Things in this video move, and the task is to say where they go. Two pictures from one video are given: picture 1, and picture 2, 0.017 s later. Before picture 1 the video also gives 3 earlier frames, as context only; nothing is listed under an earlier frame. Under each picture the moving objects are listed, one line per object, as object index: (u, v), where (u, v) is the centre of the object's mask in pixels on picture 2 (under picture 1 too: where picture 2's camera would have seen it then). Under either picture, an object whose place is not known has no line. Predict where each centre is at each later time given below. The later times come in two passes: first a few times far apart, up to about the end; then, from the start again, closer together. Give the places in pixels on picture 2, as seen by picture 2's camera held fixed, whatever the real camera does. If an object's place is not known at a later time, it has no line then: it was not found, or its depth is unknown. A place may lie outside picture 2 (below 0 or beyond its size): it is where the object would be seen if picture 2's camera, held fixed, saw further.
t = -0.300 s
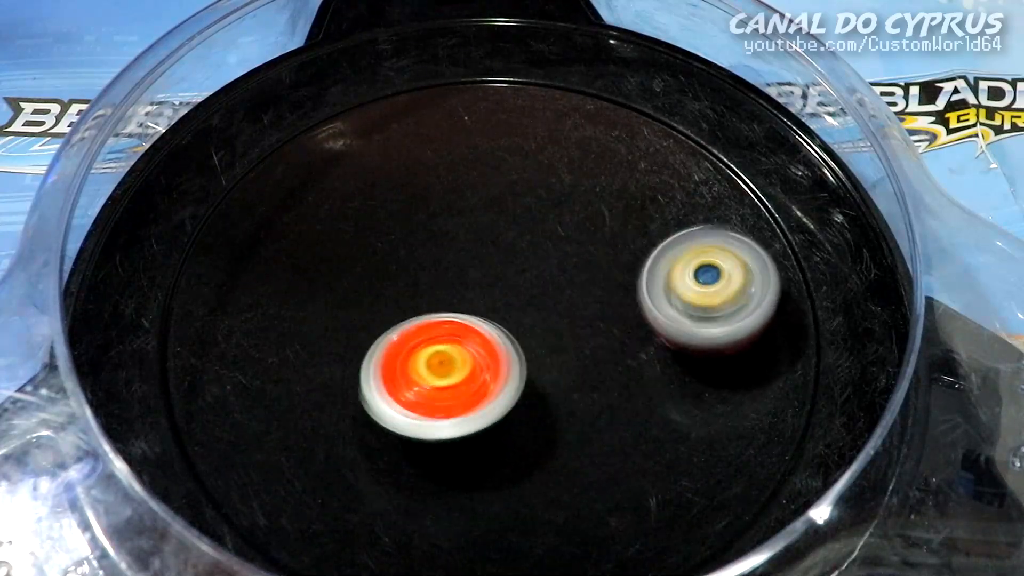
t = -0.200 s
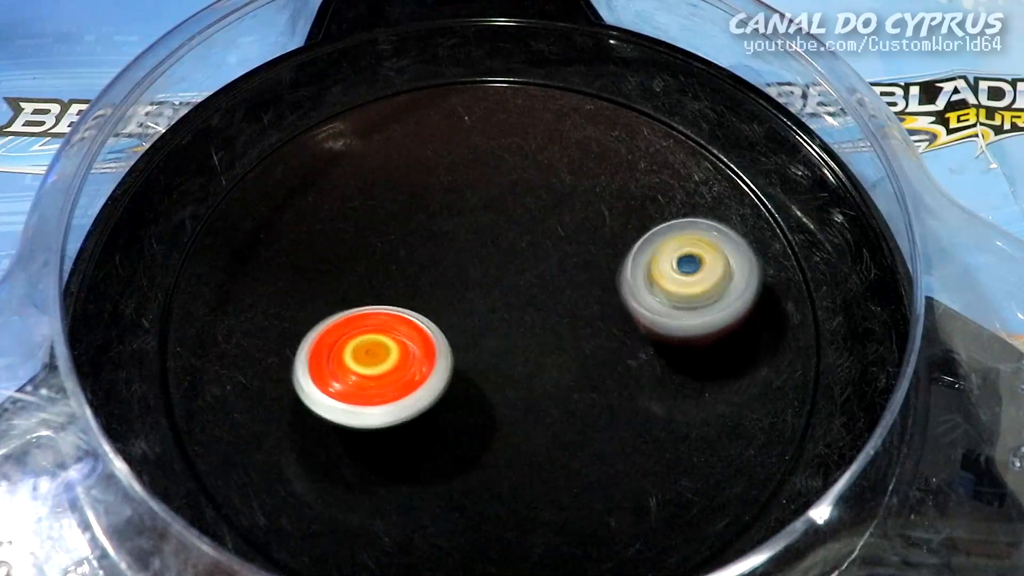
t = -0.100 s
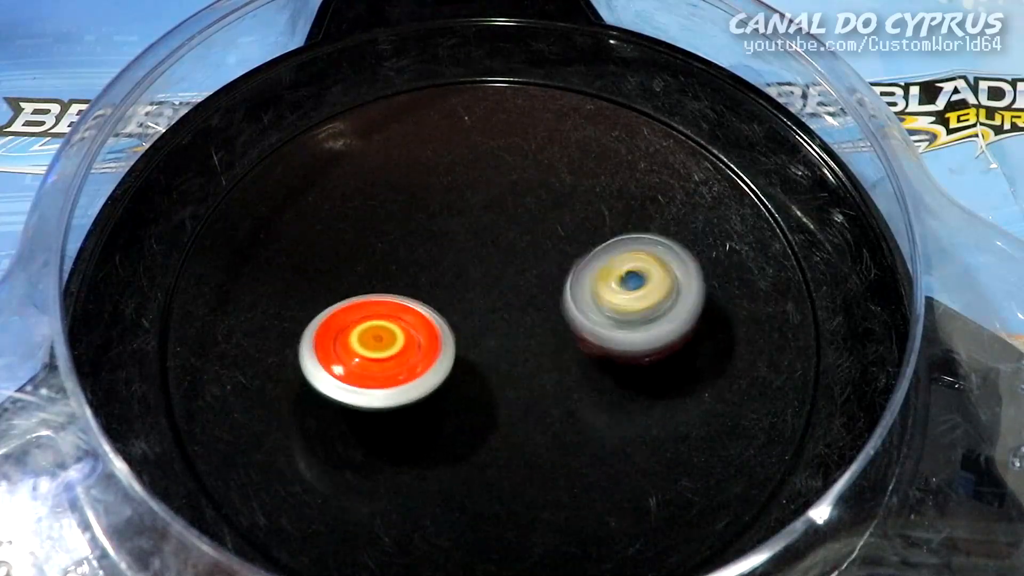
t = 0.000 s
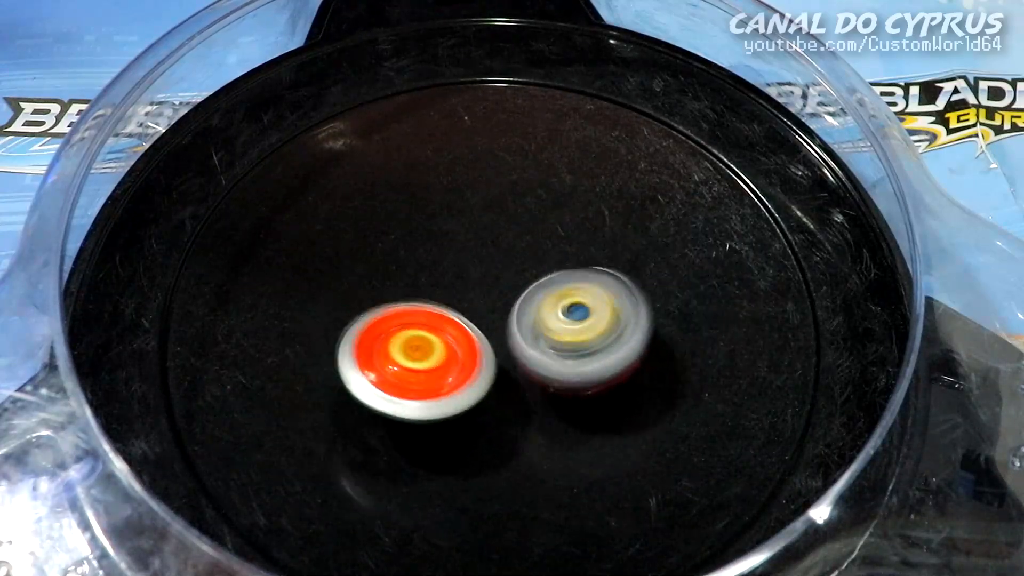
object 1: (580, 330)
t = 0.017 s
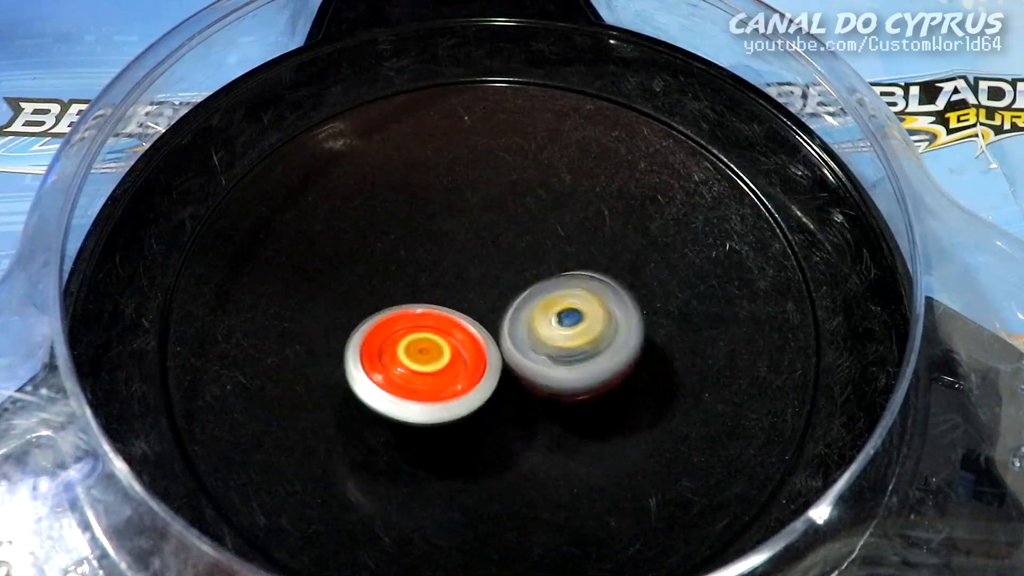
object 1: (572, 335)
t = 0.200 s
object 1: (559, 391)
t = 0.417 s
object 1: (533, 397)
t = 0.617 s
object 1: (458, 367)
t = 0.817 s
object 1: (584, 407)
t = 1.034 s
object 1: (648, 341)
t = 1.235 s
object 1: (620, 307)
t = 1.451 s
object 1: (553, 297)
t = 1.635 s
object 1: (478, 325)
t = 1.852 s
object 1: (421, 372)
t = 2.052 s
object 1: (451, 367)
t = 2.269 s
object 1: (468, 309)
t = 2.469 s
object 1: (456, 253)
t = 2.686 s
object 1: (446, 257)
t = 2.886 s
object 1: (483, 281)
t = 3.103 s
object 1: (501, 272)
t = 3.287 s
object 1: (493, 255)
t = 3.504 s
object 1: (484, 273)
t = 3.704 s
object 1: (501, 261)
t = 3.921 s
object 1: (587, 251)
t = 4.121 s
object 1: (575, 254)
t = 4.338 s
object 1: (533, 295)
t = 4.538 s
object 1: (521, 357)
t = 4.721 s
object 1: (553, 371)
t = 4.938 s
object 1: (537, 371)
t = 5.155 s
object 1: (514, 343)
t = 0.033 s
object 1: (574, 339)
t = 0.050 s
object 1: (575, 343)
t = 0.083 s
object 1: (571, 354)
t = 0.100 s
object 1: (569, 360)
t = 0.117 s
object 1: (567, 366)
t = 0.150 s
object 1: (563, 377)
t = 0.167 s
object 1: (562, 383)
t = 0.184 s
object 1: (561, 387)
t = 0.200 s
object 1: (559, 391)
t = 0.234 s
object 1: (557, 397)
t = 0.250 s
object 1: (556, 400)
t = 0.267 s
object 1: (555, 401)
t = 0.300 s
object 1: (552, 403)
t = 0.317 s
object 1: (550, 403)
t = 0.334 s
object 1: (548, 402)
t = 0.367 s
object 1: (544, 400)
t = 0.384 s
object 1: (540, 399)
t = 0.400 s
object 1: (536, 398)
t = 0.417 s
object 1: (533, 397)
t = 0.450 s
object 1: (523, 393)
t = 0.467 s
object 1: (517, 390)
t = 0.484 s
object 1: (511, 388)
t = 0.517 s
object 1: (500, 383)
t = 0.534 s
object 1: (494, 381)
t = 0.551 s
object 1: (487, 378)
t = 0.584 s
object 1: (473, 372)
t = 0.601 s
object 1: (465, 369)
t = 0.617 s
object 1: (458, 367)
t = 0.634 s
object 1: (452, 366)
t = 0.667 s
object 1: (482, 385)
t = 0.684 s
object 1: (496, 392)
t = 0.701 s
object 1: (511, 399)
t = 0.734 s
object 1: (532, 405)
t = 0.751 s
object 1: (542, 407)
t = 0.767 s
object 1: (552, 408)
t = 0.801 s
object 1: (573, 409)
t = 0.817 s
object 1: (584, 407)
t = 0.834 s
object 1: (593, 407)
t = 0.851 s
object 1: (602, 406)
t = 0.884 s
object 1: (621, 398)
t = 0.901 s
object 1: (628, 394)
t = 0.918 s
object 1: (635, 390)
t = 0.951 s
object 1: (647, 376)
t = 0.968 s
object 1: (649, 369)
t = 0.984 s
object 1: (651, 363)
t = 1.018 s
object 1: (651, 347)
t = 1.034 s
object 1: (648, 341)
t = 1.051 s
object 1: (645, 334)
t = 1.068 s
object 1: (641, 328)
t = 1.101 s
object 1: (628, 315)
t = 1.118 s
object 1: (620, 310)
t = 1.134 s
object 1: (614, 305)
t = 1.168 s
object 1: (604, 299)
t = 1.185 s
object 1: (614, 303)
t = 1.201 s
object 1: (617, 306)
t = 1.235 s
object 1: (620, 307)
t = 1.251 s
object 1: (617, 305)
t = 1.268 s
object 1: (616, 303)
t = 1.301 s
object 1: (609, 299)
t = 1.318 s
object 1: (604, 297)
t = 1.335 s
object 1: (598, 296)
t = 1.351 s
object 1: (593, 294)
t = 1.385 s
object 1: (579, 294)
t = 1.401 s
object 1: (574, 294)
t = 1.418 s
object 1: (568, 296)
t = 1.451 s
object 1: (553, 297)
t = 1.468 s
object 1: (546, 299)
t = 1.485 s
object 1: (538, 301)
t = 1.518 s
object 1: (524, 305)
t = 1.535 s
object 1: (517, 308)
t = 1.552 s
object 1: (511, 310)
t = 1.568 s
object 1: (504, 313)
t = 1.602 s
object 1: (490, 319)
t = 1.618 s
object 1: (484, 321)
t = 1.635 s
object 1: (478, 325)
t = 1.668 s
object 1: (465, 331)
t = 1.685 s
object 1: (459, 335)
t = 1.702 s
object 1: (453, 338)
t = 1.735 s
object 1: (442, 345)
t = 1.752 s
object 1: (437, 349)
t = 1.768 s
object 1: (433, 353)
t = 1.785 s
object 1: (430, 357)
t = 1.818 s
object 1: (423, 366)
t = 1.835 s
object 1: (423, 368)
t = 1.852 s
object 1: (421, 372)
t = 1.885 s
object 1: (423, 377)
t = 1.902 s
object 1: (424, 380)
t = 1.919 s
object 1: (427, 381)
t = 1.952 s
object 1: (433, 381)
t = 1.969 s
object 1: (436, 379)
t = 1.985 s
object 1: (438, 378)
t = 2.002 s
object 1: (442, 376)
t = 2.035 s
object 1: (446, 370)
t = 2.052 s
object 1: (451, 367)
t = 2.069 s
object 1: (452, 364)
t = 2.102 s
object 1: (457, 355)
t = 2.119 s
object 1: (460, 351)
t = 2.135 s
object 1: (461, 346)
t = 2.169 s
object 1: (465, 335)
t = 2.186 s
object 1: (465, 332)
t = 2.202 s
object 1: (466, 328)
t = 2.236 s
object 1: (468, 317)
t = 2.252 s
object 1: (469, 312)
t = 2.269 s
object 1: (468, 309)
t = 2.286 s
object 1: (470, 303)
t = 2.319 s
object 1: (469, 293)
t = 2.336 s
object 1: (468, 287)
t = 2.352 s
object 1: (468, 283)
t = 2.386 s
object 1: (465, 273)
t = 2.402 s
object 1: (466, 268)
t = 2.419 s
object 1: (462, 264)
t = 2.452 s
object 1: (458, 255)
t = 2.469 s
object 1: (456, 253)
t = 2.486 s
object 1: (453, 249)
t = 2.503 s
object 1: (451, 248)
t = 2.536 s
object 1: (447, 247)
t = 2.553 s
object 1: (446, 246)
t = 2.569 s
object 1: (444, 247)
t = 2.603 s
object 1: (443, 249)
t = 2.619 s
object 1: (444, 249)
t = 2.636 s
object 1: (443, 251)
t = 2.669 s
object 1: (445, 255)
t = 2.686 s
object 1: (446, 257)
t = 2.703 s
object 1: (448, 259)
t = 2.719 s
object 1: (450, 262)
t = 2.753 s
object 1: (454, 267)
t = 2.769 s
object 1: (460, 269)
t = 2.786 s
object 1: (462, 273)
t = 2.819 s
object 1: (468, 276)
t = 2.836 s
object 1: (472, 278)
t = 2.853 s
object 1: (474, 279)
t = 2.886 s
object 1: (483, 281)
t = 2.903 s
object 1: (486, 281)
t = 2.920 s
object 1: (487, 279)
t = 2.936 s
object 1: (489, 278)
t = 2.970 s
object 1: (492, 276)
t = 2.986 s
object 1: (494, 275)
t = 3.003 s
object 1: (495, 274)
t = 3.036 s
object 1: (497, 272)
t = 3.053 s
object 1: (498, 272)
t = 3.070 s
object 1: (498, 272)
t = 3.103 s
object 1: (501, 272)
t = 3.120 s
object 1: (501, 272)
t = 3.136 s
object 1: (501, 271)
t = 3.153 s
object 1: (501, 270)
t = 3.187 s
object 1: (501, 264)
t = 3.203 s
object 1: (500, 262)
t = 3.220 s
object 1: (499, 260)
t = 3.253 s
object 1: (496, 257)
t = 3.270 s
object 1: (495, 255)
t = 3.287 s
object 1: (493, 255)
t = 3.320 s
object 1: (490, 255)
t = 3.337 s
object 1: (490, 254)
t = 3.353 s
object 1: (488, 256)
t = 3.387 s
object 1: (487, 258)
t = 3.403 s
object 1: (486, 259)
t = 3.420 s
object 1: (485, 261)
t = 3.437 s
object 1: (485, 263)
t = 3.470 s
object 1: (483, 268)
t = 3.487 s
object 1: (484, 270)
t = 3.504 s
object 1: (484, 273)
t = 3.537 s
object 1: (488, 274)
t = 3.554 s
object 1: (490, 272)
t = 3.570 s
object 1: (489, 271)
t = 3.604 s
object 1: (494, 267)
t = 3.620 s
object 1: (494, 266)
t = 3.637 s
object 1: (495, 265)
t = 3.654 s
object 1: (495, 264)
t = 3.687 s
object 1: (499, 263)
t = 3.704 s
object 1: (501, 261)
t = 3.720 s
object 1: (508, 261)
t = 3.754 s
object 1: (540, 250)
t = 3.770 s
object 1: (550, 249)
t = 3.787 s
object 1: (557, 248)
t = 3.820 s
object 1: (569, 245)
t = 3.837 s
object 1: (573, 246)
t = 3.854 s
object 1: (578, 246)
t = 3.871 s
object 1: (582, 246)
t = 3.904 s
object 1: (586, 249)
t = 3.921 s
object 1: (587, 251)
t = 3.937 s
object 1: (586, 252)
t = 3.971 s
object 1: (582, 252)
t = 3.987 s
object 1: (582, 251)
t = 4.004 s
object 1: (582, 252)
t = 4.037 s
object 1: (578, 252)
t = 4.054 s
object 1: (577, 252)
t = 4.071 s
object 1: (577, 253)
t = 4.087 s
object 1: (576, 253)
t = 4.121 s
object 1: (575, 254)
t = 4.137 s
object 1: (573, 257)
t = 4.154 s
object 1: (571, 258)
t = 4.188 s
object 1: (568, 262)
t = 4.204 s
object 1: (563, 267)
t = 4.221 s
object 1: (560, 268)
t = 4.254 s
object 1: (553, 273)
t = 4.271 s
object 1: (548, 279)
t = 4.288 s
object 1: (542, 282)
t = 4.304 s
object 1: (538, 285)
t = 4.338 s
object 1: (533, 295)
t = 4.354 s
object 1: (529, 304)
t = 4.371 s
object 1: (524, 310)
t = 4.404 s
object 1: (520, 322)
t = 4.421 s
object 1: (520, 327)
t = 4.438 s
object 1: (519, 331)
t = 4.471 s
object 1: (517, 342)
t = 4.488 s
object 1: (518, 346)
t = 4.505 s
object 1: (518, 351)
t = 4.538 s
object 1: (521, 357)
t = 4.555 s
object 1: (523, 358)
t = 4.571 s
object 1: (525, 359)
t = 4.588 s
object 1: (528, 363)
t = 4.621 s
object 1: (537, 369)
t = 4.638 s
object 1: (542, 372)
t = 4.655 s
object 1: (545, 372)
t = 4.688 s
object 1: (550, 371)
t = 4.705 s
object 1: (552, 371)
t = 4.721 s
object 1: (553, 371)
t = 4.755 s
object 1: (555, 370)
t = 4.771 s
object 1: (555, 370)
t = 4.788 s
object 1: (555, 371)
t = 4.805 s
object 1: (554, 371)
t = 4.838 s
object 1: (553, 371)
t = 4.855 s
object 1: (551, 371)
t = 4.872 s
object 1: (550, 371)
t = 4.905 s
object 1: (544, 372)
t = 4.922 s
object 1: (540, 372)
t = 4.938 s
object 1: (537, 371)
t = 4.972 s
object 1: (532, 367)
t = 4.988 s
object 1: (530, 366)
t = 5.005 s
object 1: (528, 365)
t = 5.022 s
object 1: (526, 363)
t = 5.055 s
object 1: (522, 360)
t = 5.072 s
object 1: (521, 357)
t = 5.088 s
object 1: (518, 355)
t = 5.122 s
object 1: (516, 349)
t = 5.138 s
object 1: (515, 346)
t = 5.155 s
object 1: (514, 343)
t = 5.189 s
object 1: (516, 339)
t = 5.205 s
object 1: (515, 340)
